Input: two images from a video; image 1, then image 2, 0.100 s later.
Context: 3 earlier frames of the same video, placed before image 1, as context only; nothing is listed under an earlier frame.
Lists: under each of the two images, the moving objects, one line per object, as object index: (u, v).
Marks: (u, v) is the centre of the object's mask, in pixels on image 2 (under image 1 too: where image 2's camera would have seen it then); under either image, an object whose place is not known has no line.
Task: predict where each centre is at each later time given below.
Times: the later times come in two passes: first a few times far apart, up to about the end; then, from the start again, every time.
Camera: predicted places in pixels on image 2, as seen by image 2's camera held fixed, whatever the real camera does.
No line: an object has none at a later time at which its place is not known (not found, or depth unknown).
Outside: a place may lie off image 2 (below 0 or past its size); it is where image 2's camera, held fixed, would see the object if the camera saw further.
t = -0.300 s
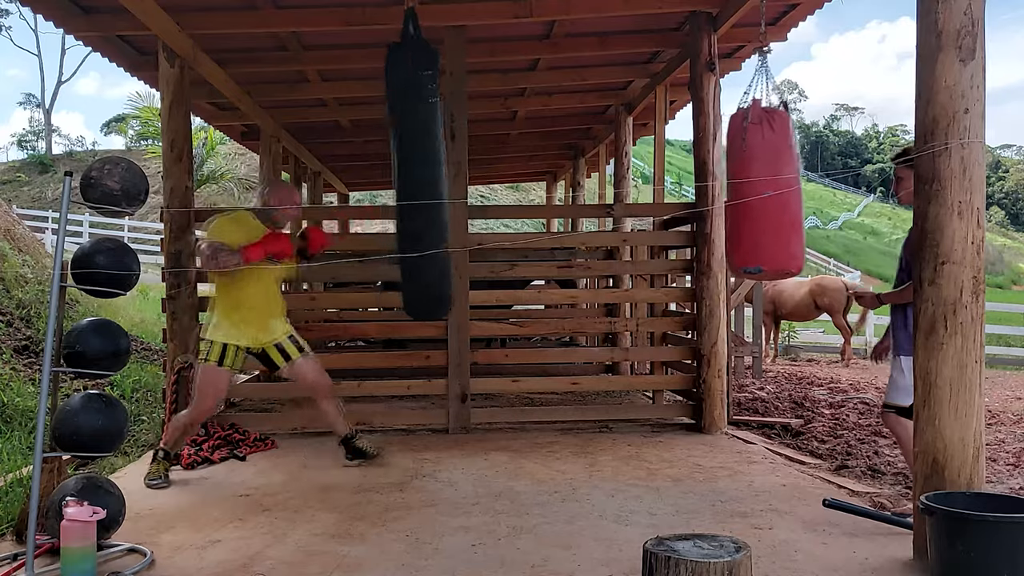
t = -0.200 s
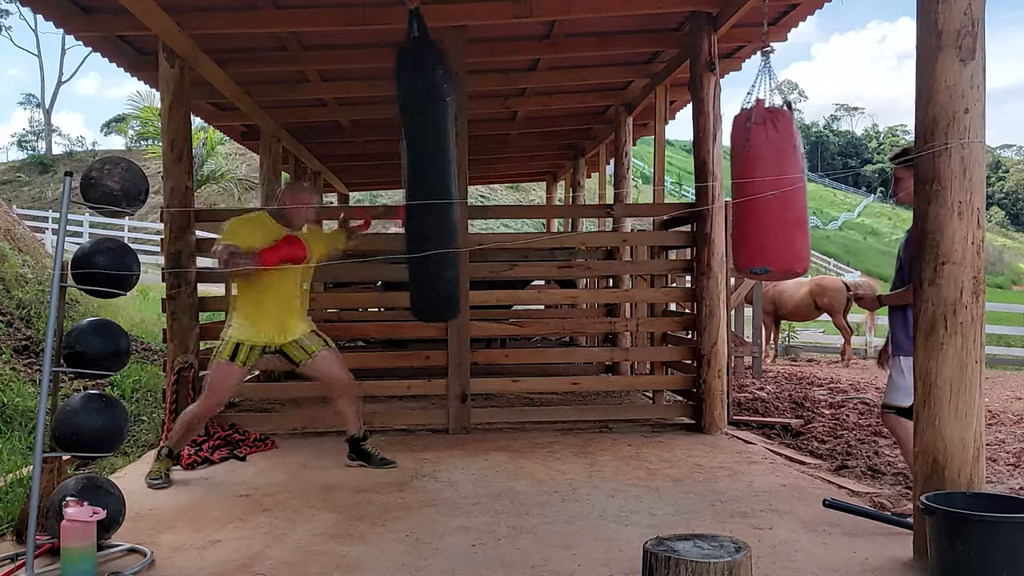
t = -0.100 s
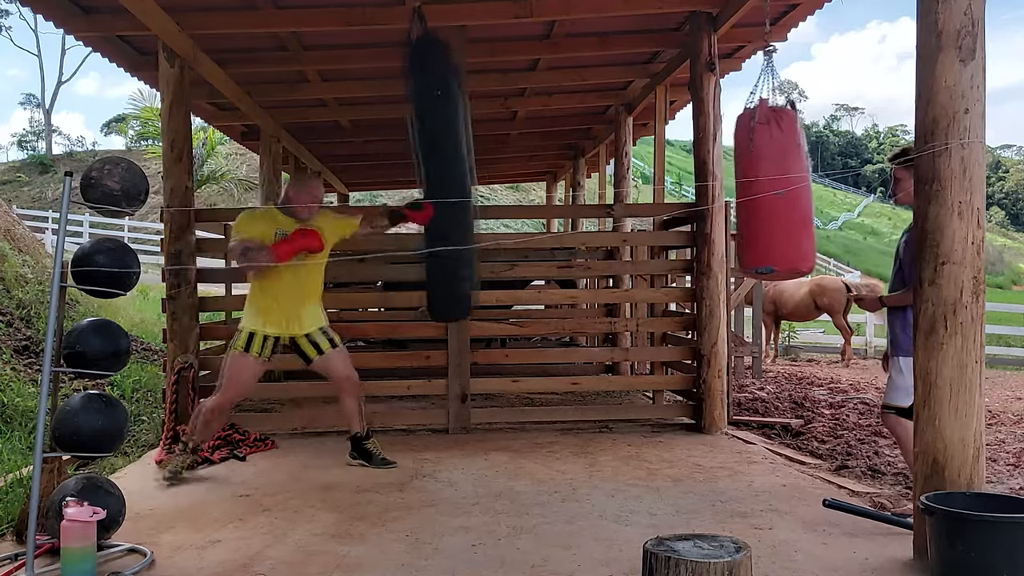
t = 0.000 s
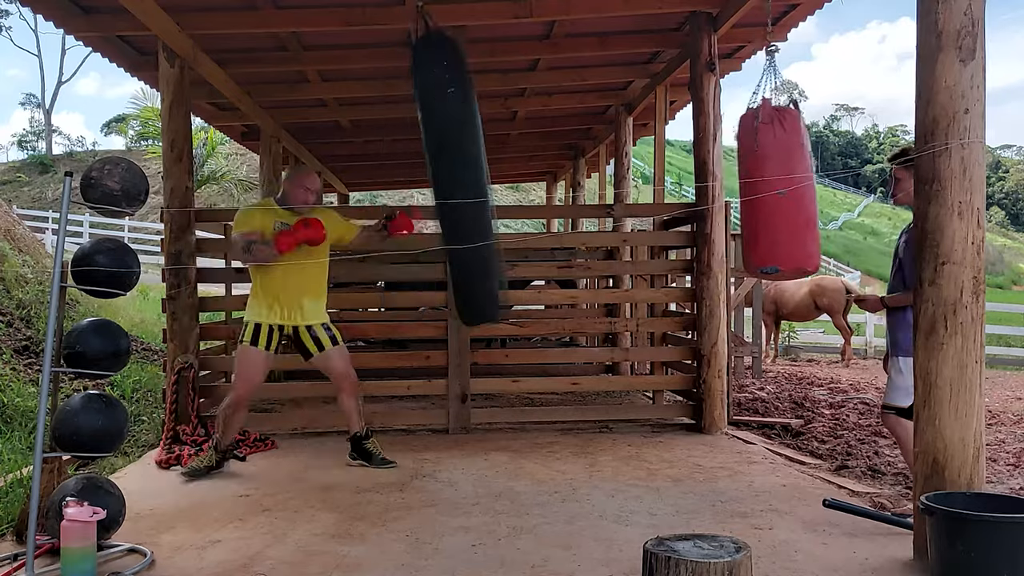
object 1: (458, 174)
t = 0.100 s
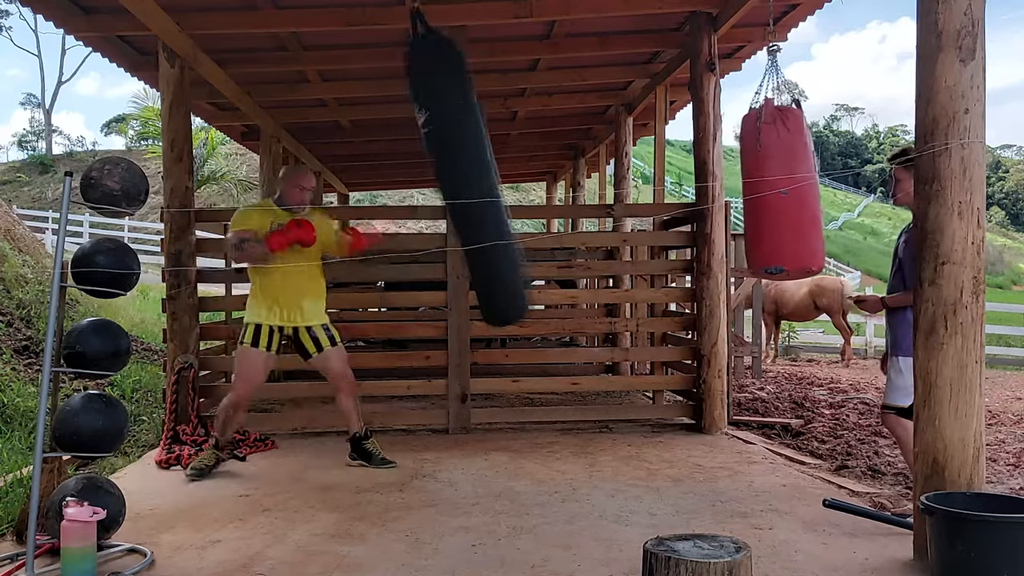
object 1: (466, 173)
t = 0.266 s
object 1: (483, 177)
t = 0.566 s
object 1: (476, 179)
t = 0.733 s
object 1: (449, 177)
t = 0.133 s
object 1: (470, 174)
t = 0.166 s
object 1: (475, 174)
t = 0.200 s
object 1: (478, 176)
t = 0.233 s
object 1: (481, 176)
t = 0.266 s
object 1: (483, 177)
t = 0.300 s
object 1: (484, 178)
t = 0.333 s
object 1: (483, 175)
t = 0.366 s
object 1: (483, 176)
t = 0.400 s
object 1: (483, 176)
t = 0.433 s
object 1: (483, 175)
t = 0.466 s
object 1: (484, 179)
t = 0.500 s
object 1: (482, 179)
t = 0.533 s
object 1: (479, 178)
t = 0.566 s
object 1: (476, 179)
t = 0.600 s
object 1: (470, 174)
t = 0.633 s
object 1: (465, 174)
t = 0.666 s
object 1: (460, 174)
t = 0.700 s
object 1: (454, 176)
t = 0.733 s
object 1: (449, 177)
